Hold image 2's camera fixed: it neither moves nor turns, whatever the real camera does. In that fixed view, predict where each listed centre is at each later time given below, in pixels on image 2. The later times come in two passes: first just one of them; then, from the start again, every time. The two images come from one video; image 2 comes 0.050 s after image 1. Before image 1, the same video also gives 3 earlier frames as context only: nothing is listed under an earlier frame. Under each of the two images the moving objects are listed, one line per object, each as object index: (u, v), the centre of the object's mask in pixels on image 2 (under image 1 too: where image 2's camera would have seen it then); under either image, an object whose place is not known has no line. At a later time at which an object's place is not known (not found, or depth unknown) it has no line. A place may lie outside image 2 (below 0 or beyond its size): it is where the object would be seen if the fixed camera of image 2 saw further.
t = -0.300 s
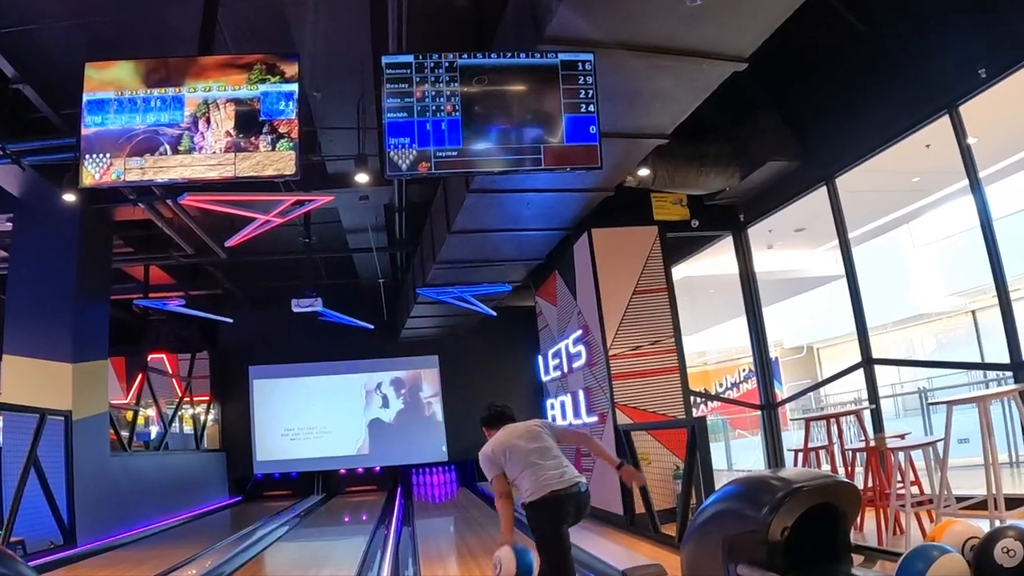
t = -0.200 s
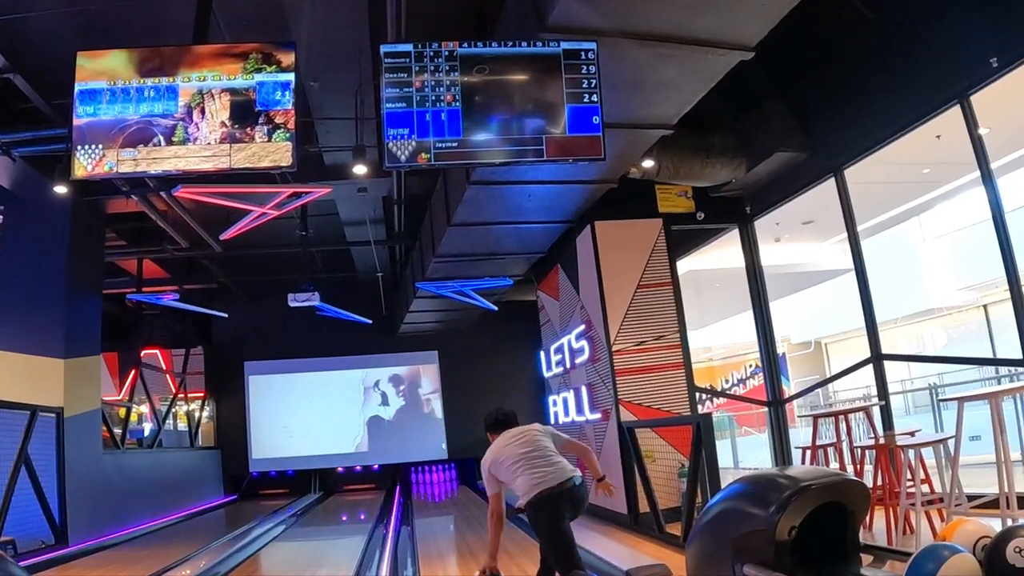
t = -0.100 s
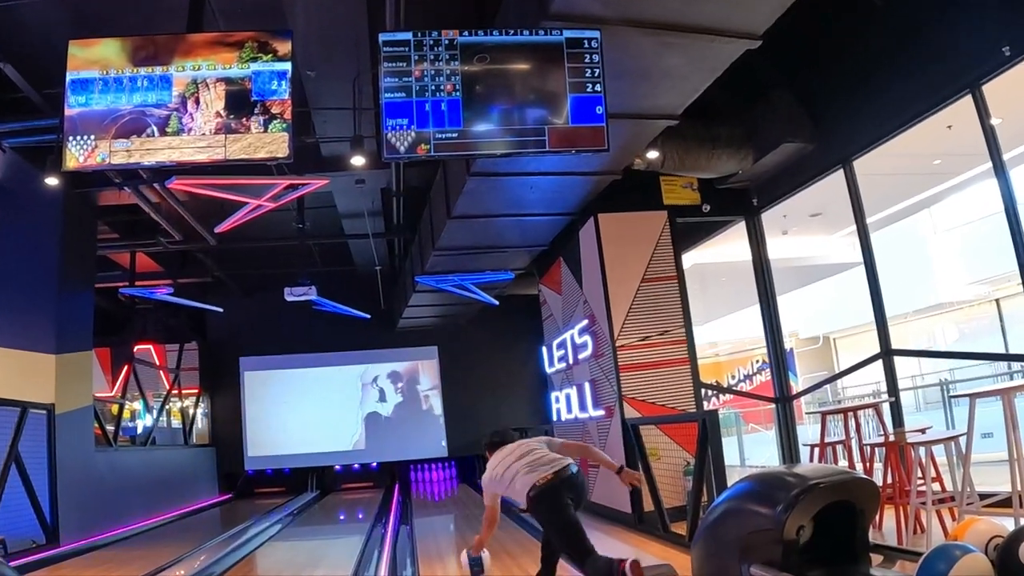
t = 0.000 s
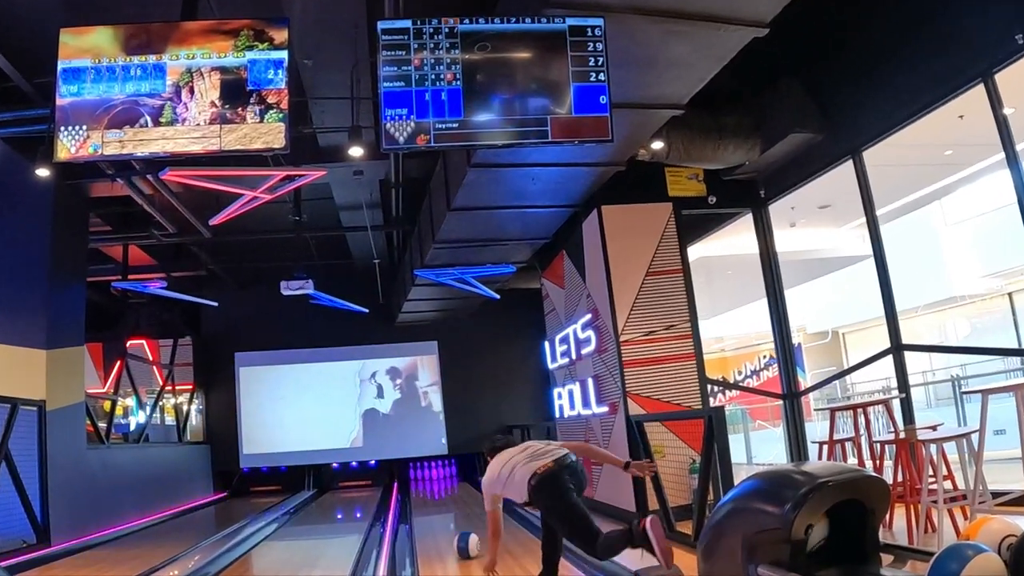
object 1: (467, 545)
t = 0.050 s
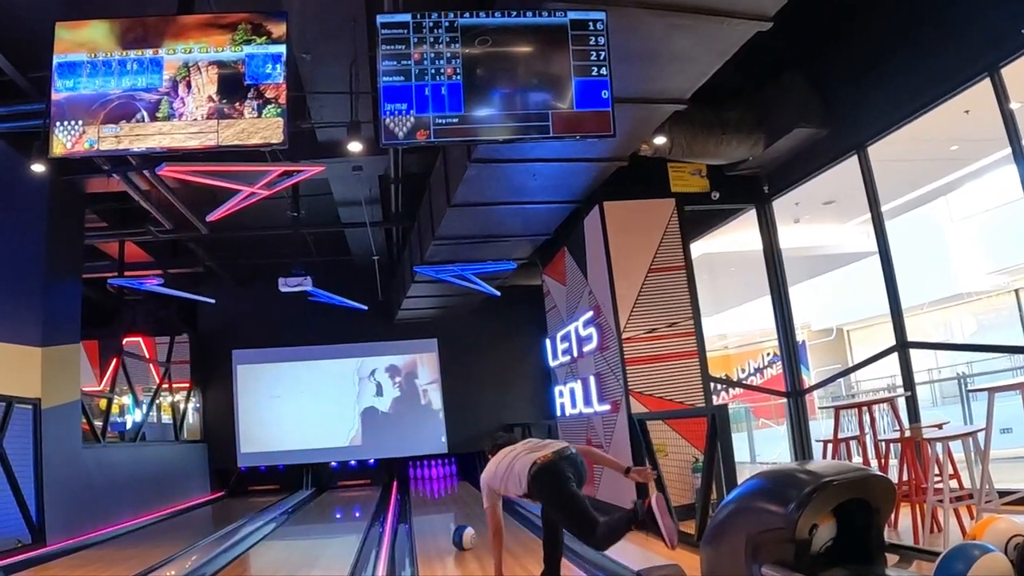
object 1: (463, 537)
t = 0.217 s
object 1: (453, 519)
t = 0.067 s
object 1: (462, 535)
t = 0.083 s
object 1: (461, 533)
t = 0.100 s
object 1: (460, 531)
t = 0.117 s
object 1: (459, 529)
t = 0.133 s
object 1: (458, 527)
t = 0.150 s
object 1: (457, 525)
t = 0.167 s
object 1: (456, 523)
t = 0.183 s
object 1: (455, 522)
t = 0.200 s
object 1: (454, 520)
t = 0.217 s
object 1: (453, 519)
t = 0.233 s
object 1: (452, 517)
